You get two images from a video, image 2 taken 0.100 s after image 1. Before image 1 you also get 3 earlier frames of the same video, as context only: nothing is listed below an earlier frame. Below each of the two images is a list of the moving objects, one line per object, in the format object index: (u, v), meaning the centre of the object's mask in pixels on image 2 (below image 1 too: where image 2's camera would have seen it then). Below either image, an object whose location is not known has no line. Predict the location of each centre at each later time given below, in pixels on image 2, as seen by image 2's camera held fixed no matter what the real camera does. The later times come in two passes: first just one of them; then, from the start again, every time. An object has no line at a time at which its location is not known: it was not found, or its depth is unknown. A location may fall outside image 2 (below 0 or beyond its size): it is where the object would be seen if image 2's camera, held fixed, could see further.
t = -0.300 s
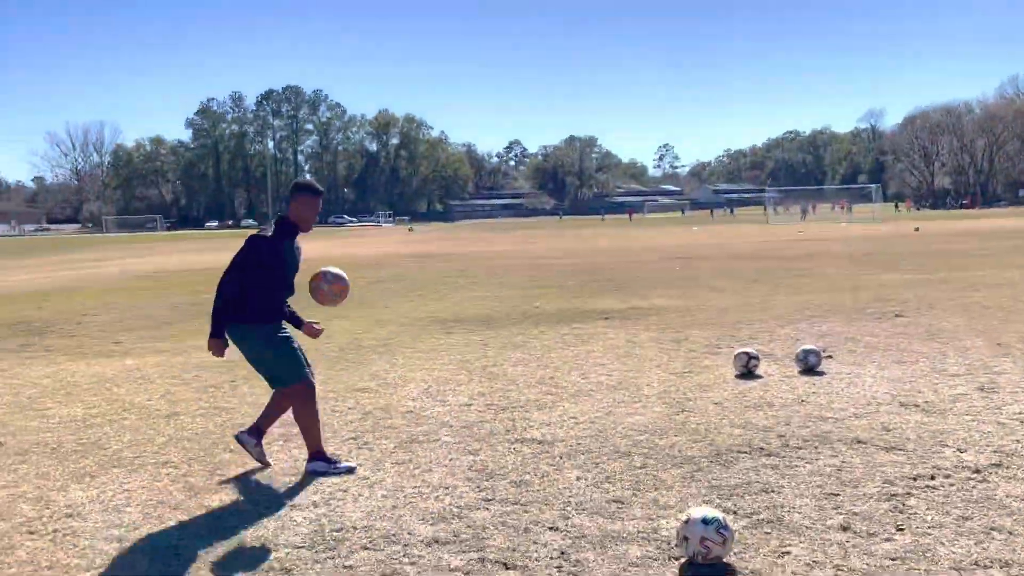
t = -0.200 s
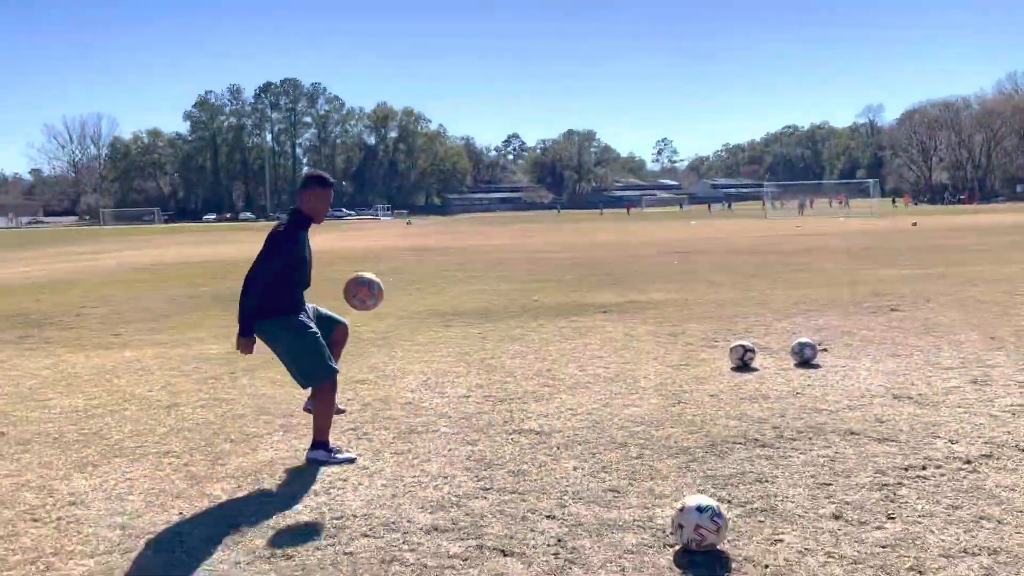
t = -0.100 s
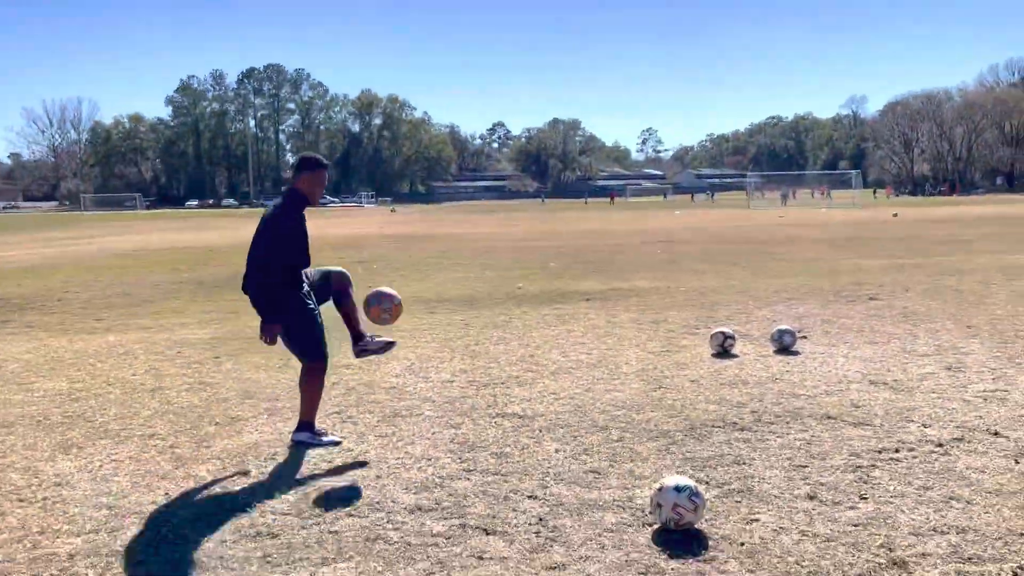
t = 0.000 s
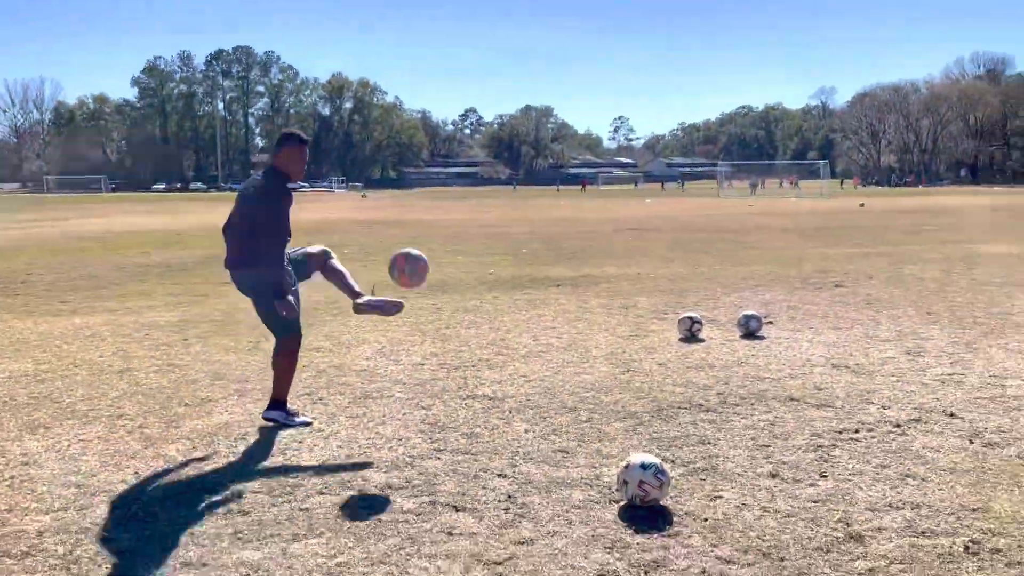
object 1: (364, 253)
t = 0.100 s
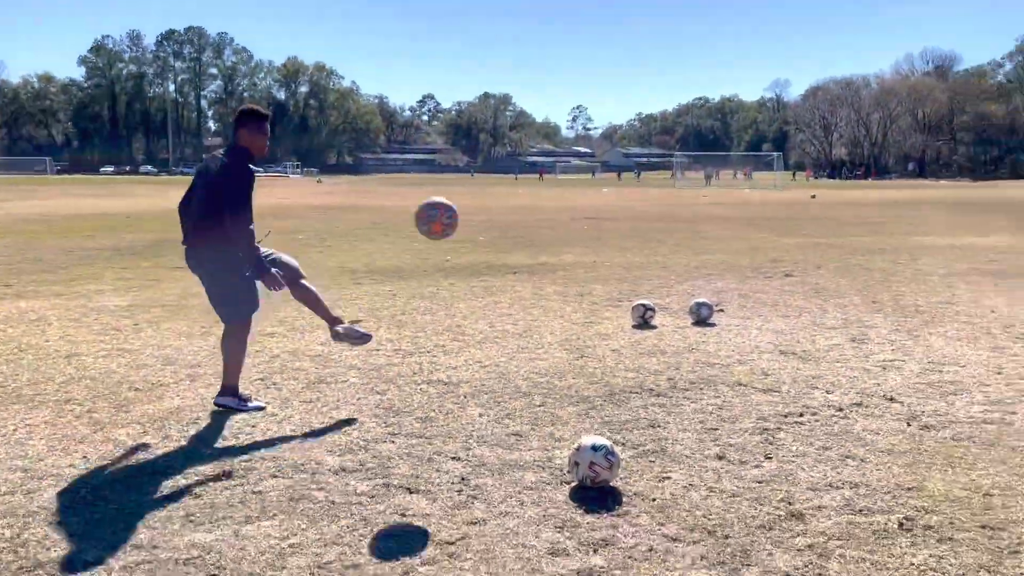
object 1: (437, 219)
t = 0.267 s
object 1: (571, 197)
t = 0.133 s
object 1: (463, 211)
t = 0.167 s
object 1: (489, 204)
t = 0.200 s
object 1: (516, 200)
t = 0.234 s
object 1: (544, 197)
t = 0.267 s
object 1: (571, 197)
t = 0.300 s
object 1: (600, 200)
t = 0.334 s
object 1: (630, 205)
